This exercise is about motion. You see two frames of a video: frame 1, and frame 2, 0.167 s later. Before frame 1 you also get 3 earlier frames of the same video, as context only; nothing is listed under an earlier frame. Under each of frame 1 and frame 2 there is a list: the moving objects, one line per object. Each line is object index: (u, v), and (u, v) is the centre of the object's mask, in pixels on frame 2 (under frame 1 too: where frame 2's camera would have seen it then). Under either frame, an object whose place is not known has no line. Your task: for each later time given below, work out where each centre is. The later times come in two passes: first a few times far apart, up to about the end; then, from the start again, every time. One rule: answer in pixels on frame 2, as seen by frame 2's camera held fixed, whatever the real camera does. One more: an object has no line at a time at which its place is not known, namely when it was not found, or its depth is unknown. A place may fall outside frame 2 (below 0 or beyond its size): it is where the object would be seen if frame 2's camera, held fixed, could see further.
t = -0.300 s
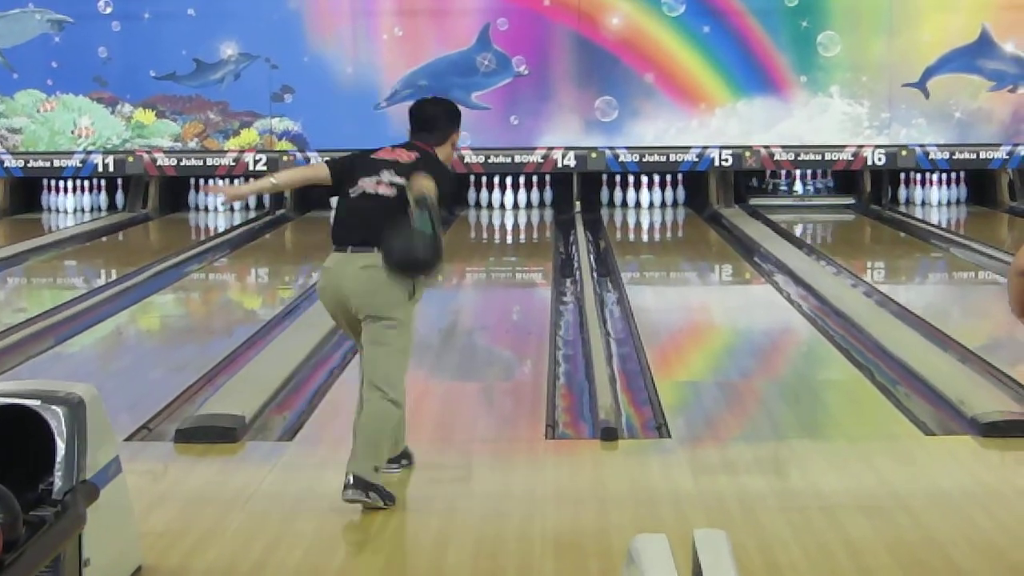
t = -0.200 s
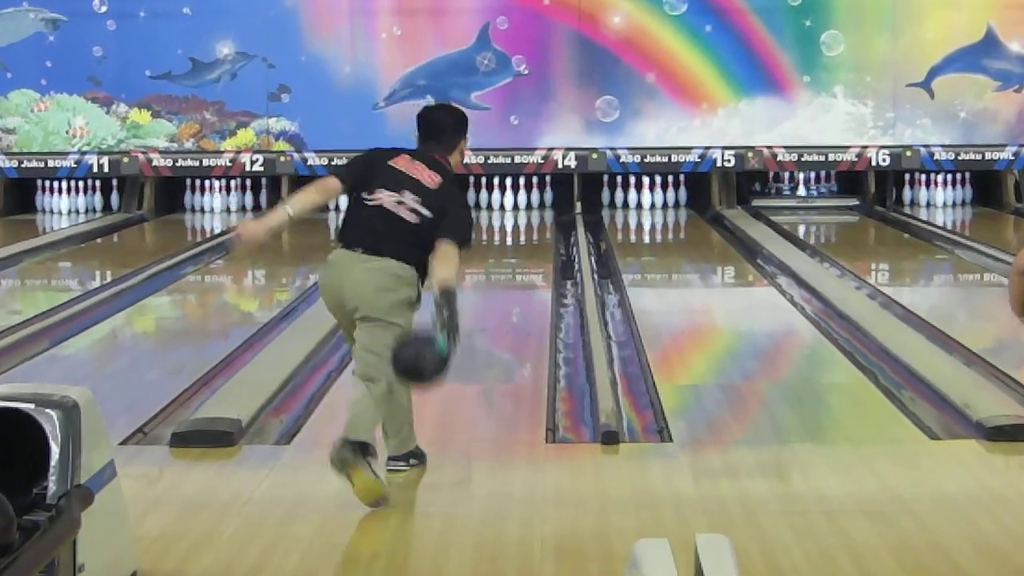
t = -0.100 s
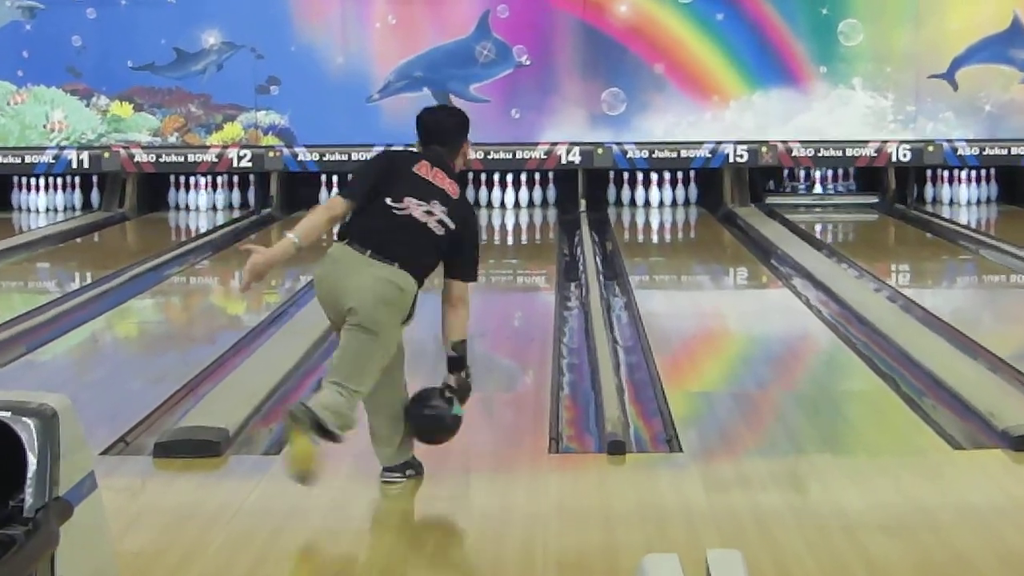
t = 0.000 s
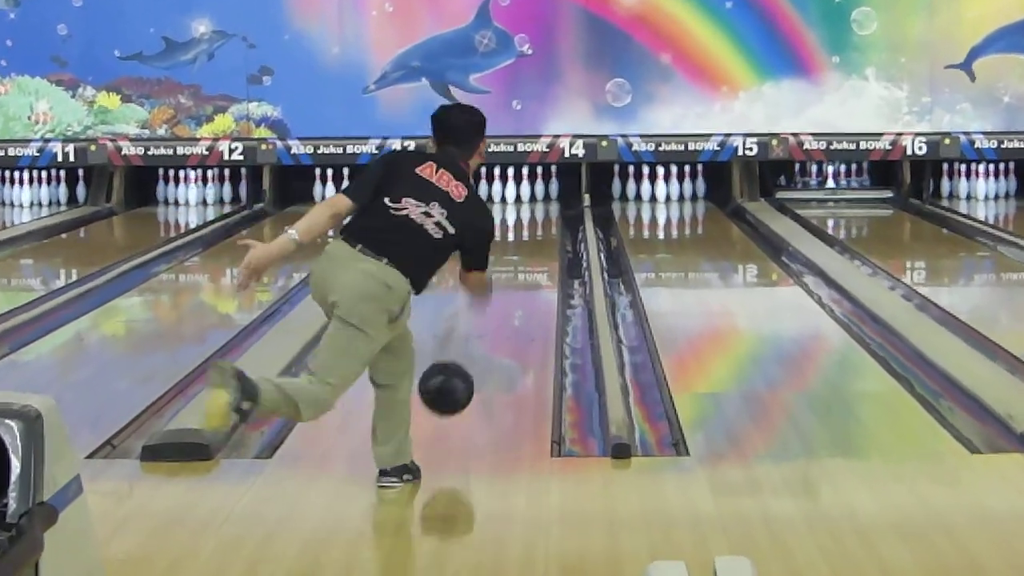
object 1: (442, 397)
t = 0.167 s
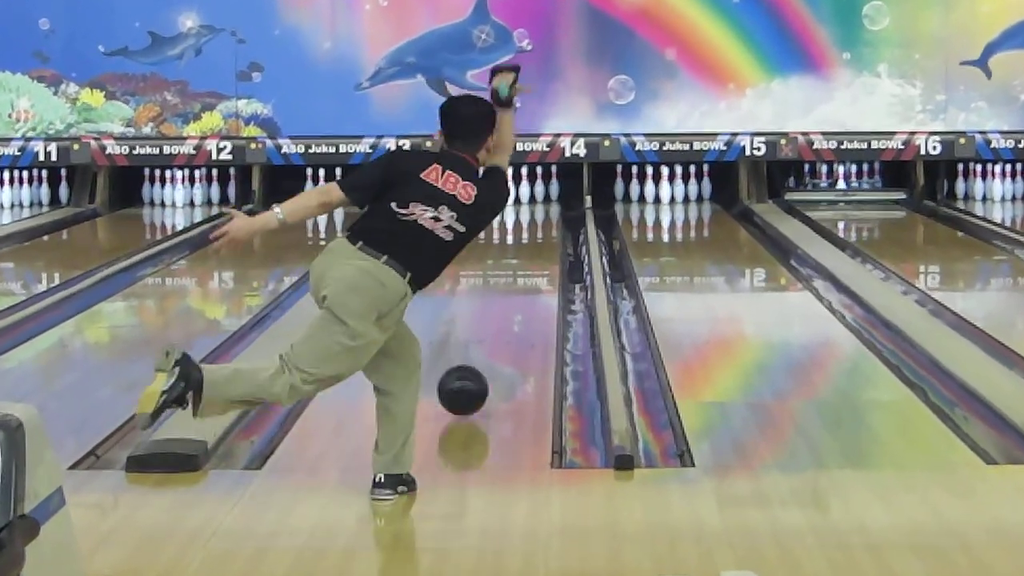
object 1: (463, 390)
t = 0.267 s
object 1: (472, 367)
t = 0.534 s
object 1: (492, 327)
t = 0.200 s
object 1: (466, 381)
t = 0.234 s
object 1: (469, 372)
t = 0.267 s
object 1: (472, 367)
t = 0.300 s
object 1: (475, 363)
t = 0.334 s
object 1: (478, 358)
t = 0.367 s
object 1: (480, 353)
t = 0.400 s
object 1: (483, 347)
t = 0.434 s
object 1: (485, 342)
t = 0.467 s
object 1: (488, 337)
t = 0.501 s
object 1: (490, 332)
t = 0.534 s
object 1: (492, 327)
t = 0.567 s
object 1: (494, 322)
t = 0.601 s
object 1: (496, 318)
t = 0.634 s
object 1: (497, 314)
